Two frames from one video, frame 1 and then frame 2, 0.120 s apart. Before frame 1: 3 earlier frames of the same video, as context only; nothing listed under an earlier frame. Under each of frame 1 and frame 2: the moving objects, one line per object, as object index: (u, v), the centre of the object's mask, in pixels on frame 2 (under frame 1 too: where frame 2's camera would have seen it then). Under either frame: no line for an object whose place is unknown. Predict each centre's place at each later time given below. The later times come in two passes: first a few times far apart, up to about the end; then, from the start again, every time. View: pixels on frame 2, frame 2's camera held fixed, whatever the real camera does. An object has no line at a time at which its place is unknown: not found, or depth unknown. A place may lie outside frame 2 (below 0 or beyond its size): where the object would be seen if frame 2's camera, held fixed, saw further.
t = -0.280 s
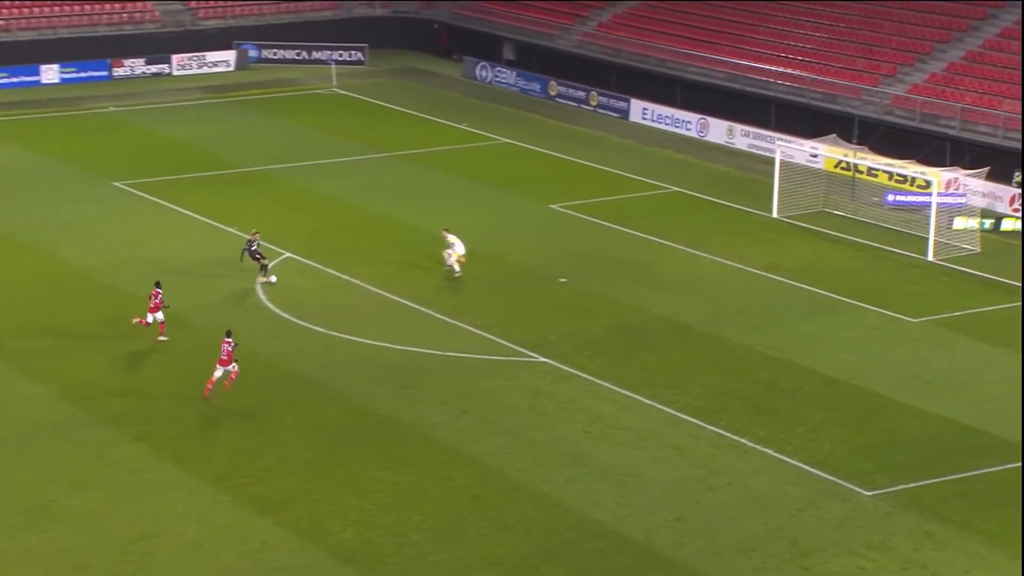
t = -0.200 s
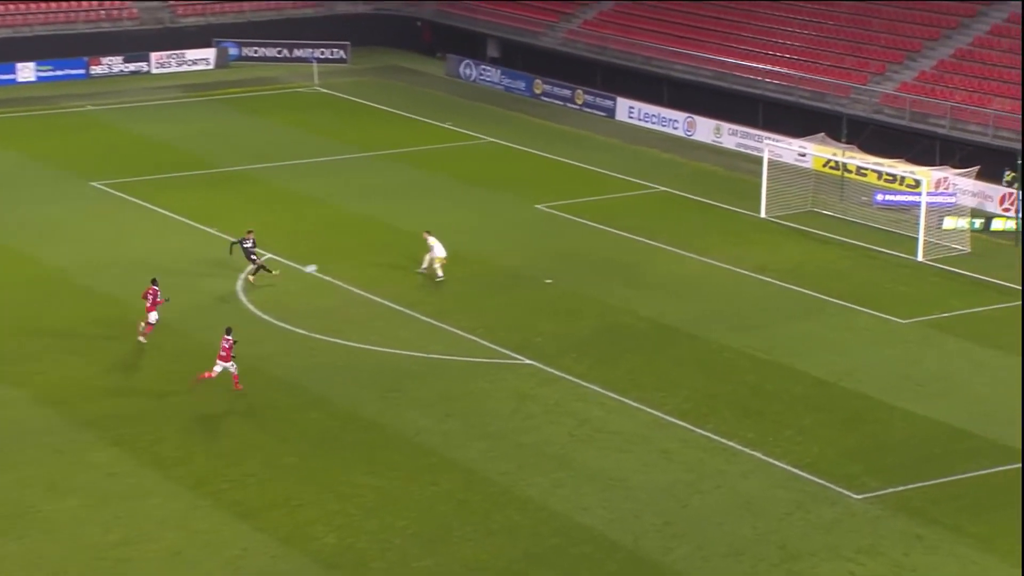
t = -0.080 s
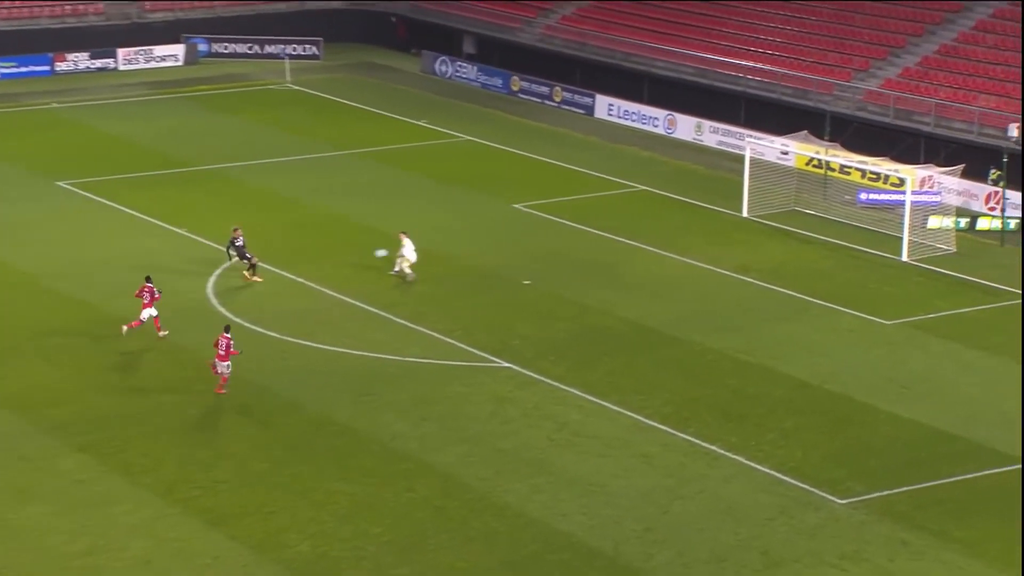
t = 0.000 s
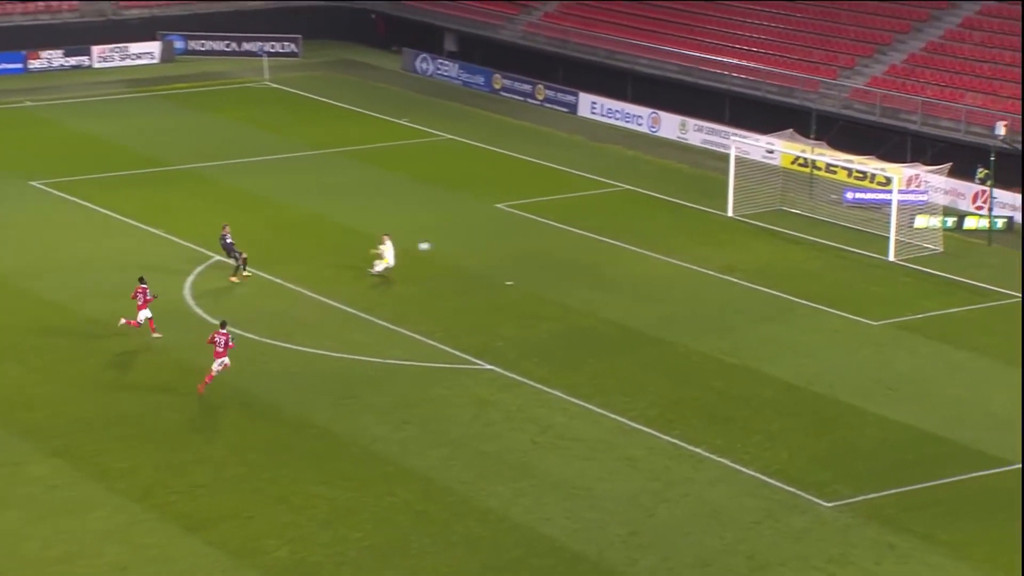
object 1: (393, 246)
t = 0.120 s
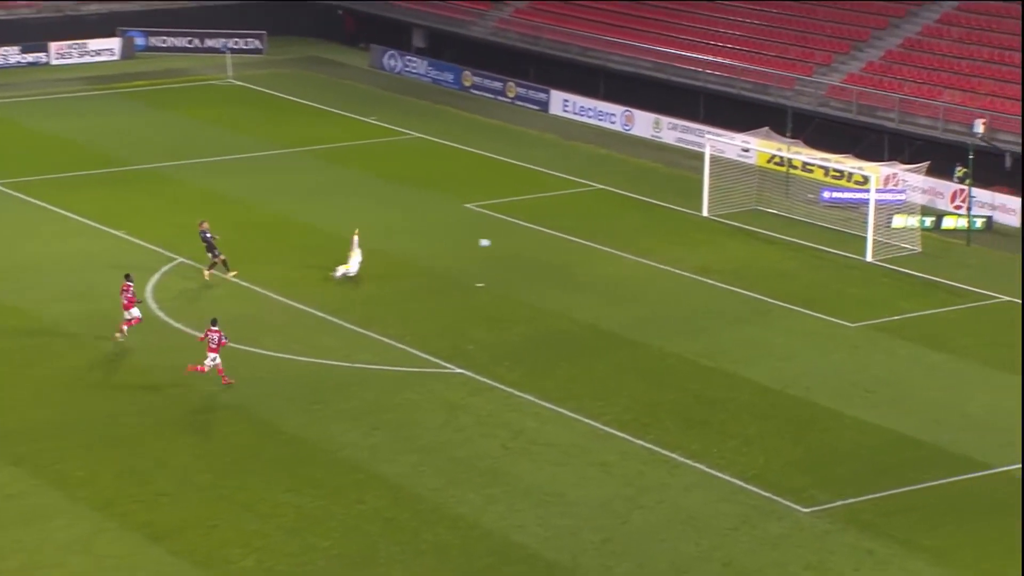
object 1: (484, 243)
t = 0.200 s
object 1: (542, 244)
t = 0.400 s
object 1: (679, 259)
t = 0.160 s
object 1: (514, 243)
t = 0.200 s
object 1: (542, 244)
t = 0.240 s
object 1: (571, 246)
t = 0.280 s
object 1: (598, 248)
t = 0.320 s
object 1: (626, 252)
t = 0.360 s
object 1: (653, 256)
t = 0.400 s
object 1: (679, 259)
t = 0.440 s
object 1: (702, 253)
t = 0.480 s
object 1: (725, 248)
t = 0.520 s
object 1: (748, 243)
